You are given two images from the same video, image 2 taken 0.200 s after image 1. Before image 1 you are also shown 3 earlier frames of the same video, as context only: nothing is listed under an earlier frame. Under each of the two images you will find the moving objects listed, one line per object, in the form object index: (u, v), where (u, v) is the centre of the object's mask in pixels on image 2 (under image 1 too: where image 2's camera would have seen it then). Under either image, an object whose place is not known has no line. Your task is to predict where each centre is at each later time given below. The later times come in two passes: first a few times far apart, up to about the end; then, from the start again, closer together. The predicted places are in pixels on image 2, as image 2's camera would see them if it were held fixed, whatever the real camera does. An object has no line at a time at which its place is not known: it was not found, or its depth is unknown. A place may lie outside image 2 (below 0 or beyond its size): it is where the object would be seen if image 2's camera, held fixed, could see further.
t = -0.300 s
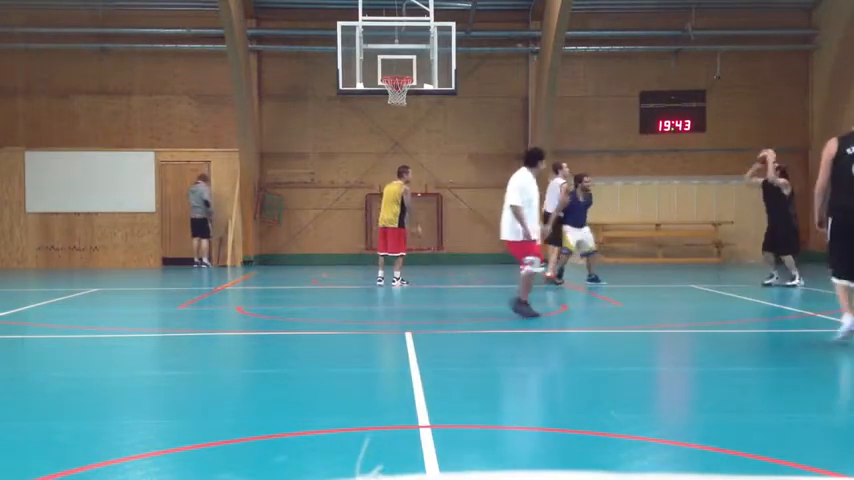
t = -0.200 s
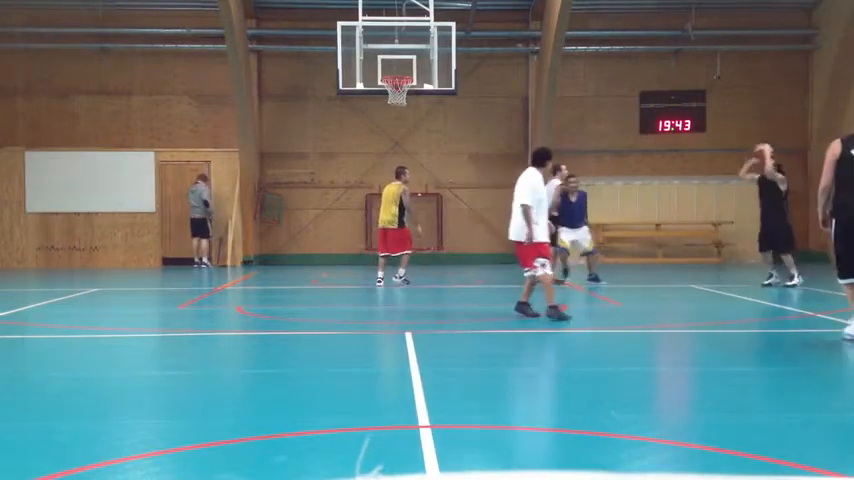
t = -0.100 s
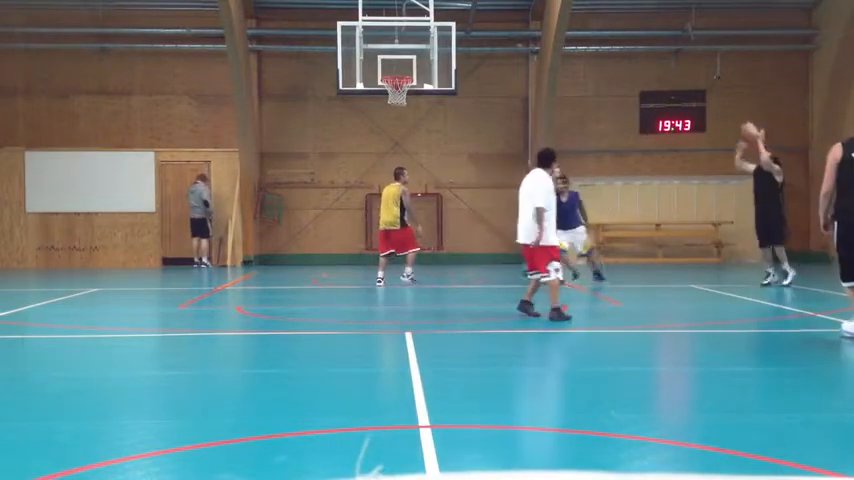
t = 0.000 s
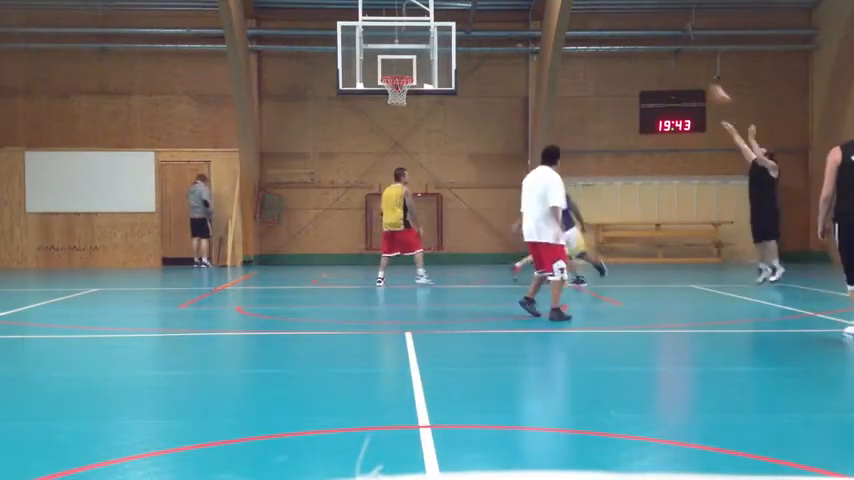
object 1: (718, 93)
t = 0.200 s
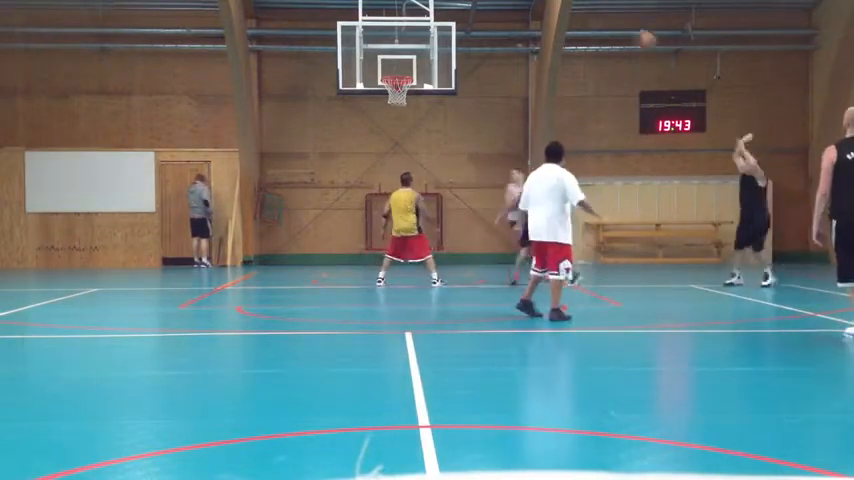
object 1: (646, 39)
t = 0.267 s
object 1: (620, 25)
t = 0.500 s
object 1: (542, 9)
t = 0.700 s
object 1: (476, 21)
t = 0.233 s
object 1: (634, 31)
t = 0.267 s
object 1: (620, 25)
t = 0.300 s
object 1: (611, 21)
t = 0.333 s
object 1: (598, 18)
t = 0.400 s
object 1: (575, 12)
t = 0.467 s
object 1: (550, 9)
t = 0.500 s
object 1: (542, 9)
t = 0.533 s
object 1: (530, 9)
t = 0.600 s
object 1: (508, 12)
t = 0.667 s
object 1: (486, 17)
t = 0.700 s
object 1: (476, 21)
